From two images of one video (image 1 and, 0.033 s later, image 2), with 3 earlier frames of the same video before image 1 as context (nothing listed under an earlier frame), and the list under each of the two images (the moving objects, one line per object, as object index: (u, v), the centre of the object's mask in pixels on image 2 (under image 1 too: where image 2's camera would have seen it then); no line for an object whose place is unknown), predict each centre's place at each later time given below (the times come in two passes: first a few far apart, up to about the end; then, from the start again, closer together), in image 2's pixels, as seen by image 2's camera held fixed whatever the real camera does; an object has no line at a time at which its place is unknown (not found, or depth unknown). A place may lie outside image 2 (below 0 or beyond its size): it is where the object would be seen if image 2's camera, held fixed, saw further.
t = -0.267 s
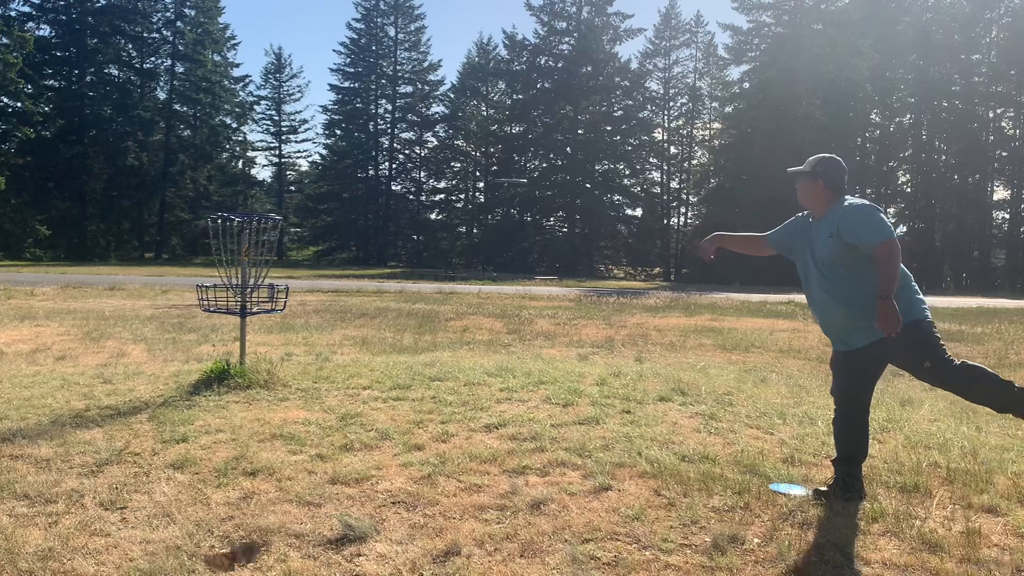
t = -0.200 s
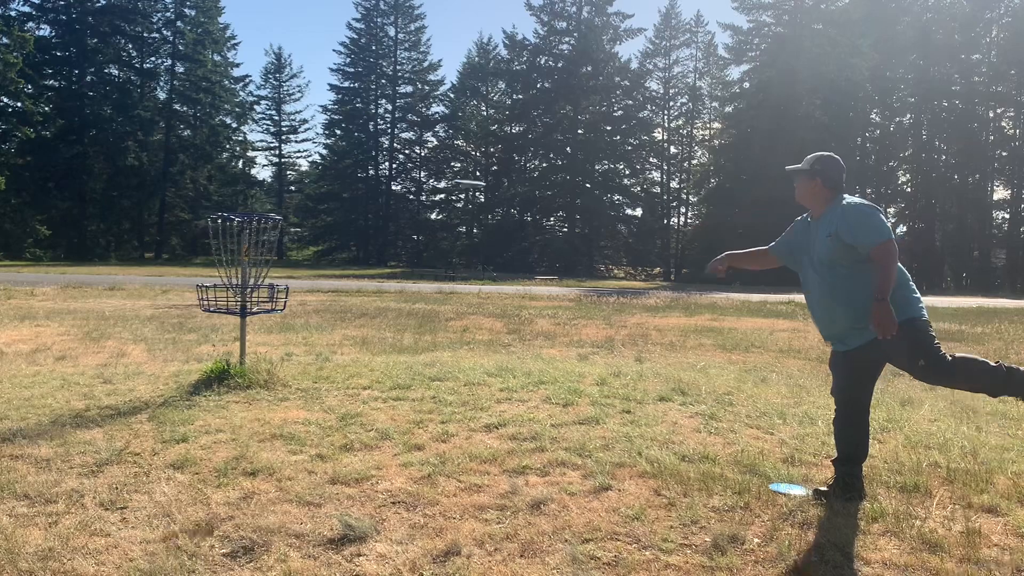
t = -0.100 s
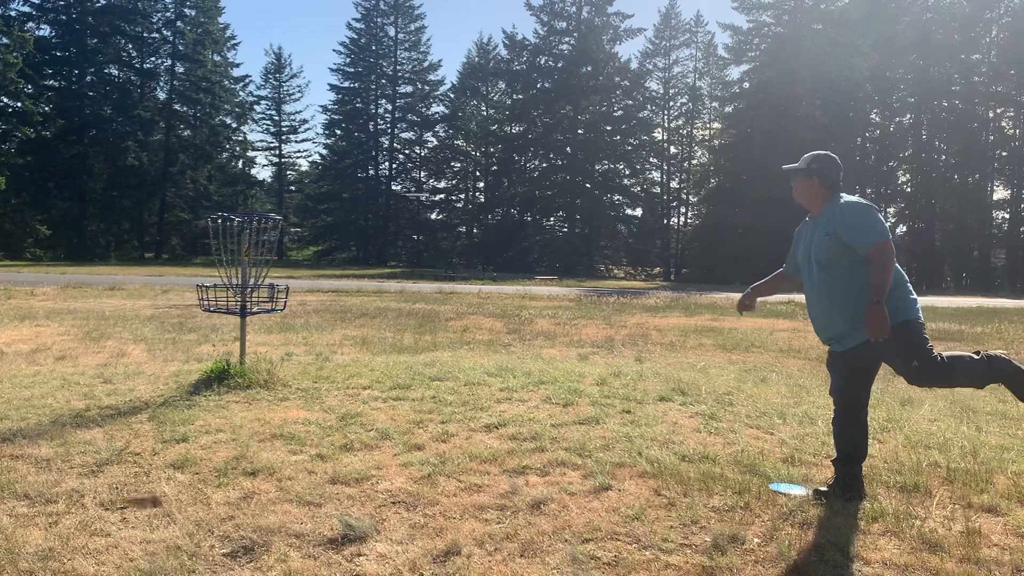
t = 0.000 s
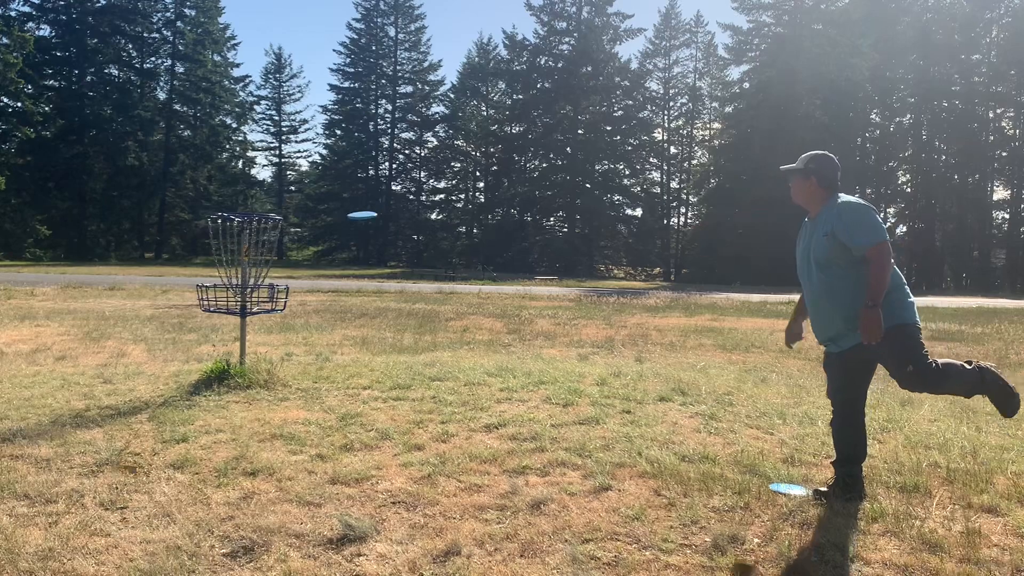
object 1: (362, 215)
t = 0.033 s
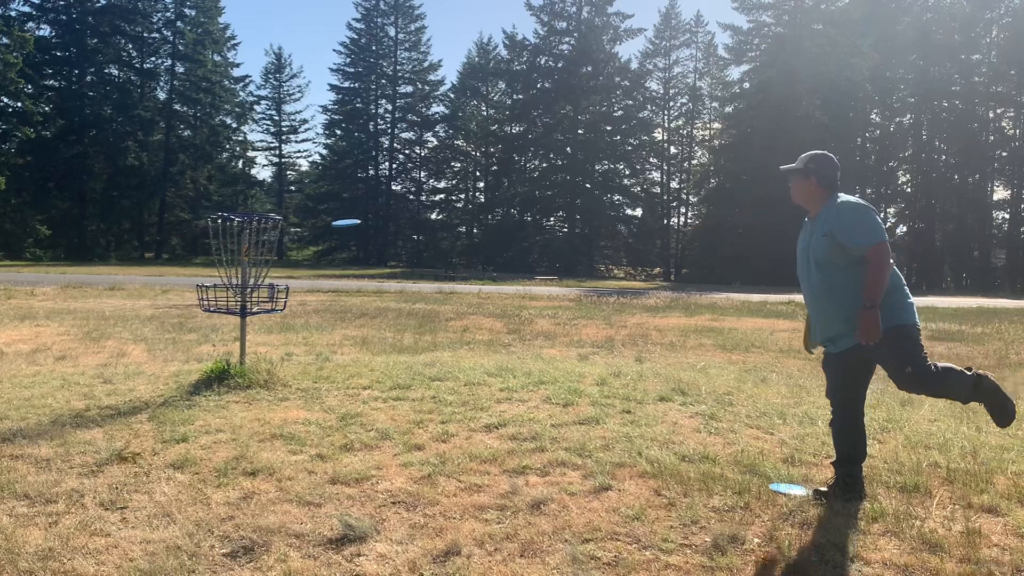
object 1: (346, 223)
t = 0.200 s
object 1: (272, 265)
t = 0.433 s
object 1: (261, 289)
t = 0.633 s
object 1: (272, 296)
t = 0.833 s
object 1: (270, 304)
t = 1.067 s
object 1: (271, 304)
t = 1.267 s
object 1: (271, 304)
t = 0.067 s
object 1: (330, 231)
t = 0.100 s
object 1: (314, 239)
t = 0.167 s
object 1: (285, 257)
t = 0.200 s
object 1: (272, 265)
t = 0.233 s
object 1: (264, 270)
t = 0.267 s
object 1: (259, 273)
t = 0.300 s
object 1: (260, 275)
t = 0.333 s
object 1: (261, 277)
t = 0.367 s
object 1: (261, 279)
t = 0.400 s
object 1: (262, 284)
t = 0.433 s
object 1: (261, 289)
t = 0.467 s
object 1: (261, 296)
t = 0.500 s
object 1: (262, 297)
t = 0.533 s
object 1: (264, 295)
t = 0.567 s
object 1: (267, 294)
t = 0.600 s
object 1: (270, 295)
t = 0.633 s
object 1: (272, 296)
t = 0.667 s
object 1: (273, 298)
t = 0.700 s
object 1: (272, 301)
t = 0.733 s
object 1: (271, 302)
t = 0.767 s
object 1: (270, 303)
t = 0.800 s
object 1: (270, 304)
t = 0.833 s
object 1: (270, 304)
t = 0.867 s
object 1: (270, 304)
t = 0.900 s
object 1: (271, 304)
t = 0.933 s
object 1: (271, 304)
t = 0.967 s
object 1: (271, 304)
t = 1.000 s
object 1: (271, 304)
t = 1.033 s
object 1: (271, 304)
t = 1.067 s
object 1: (271, 304)
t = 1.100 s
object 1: (271, 304)
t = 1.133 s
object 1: (271, 304)
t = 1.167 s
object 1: (271, 304)
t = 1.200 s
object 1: (271, 304)
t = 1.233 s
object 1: (271, 304)
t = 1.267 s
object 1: (271, 304)
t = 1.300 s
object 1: (271, 304)
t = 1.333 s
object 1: (271, 304)
